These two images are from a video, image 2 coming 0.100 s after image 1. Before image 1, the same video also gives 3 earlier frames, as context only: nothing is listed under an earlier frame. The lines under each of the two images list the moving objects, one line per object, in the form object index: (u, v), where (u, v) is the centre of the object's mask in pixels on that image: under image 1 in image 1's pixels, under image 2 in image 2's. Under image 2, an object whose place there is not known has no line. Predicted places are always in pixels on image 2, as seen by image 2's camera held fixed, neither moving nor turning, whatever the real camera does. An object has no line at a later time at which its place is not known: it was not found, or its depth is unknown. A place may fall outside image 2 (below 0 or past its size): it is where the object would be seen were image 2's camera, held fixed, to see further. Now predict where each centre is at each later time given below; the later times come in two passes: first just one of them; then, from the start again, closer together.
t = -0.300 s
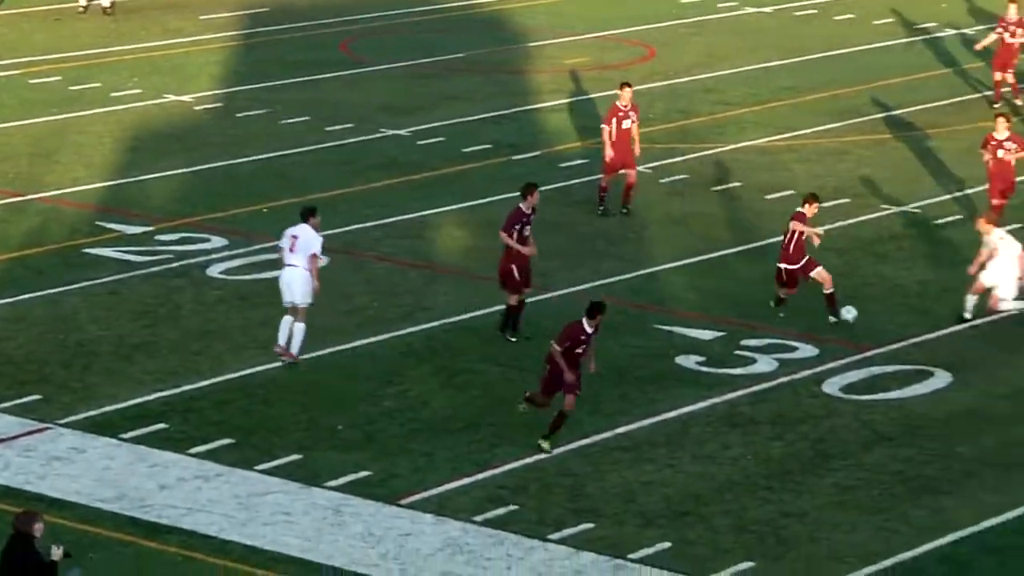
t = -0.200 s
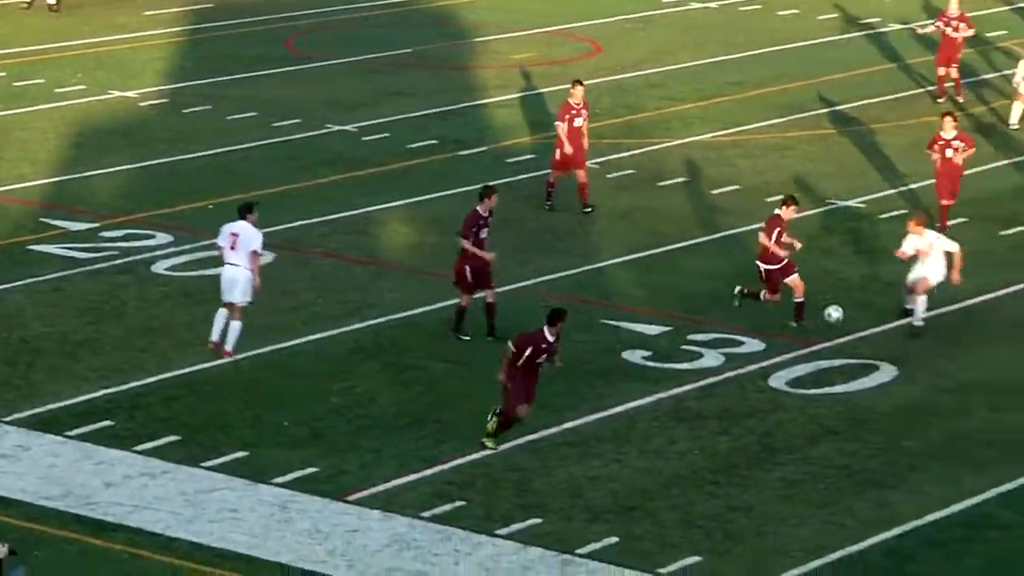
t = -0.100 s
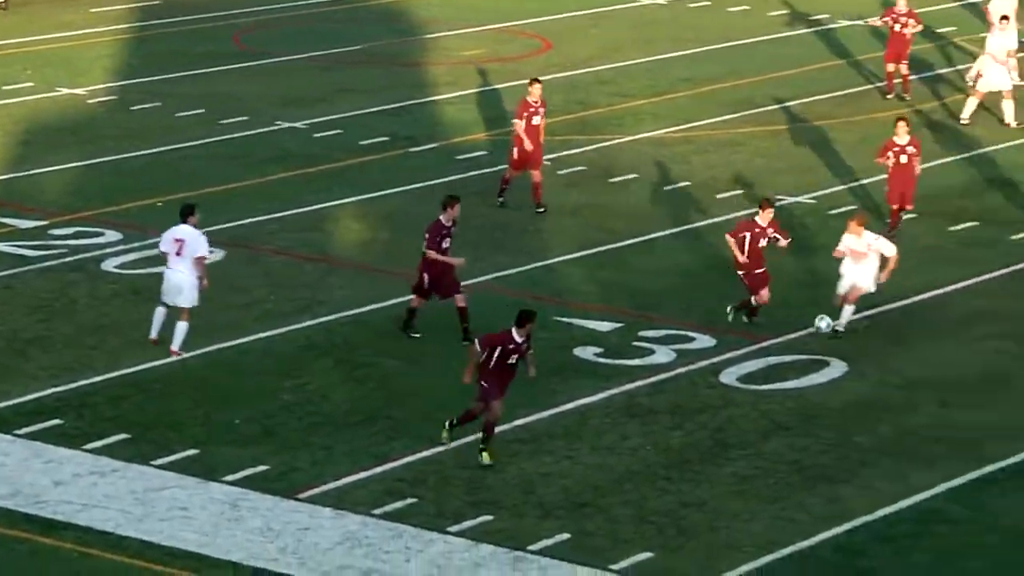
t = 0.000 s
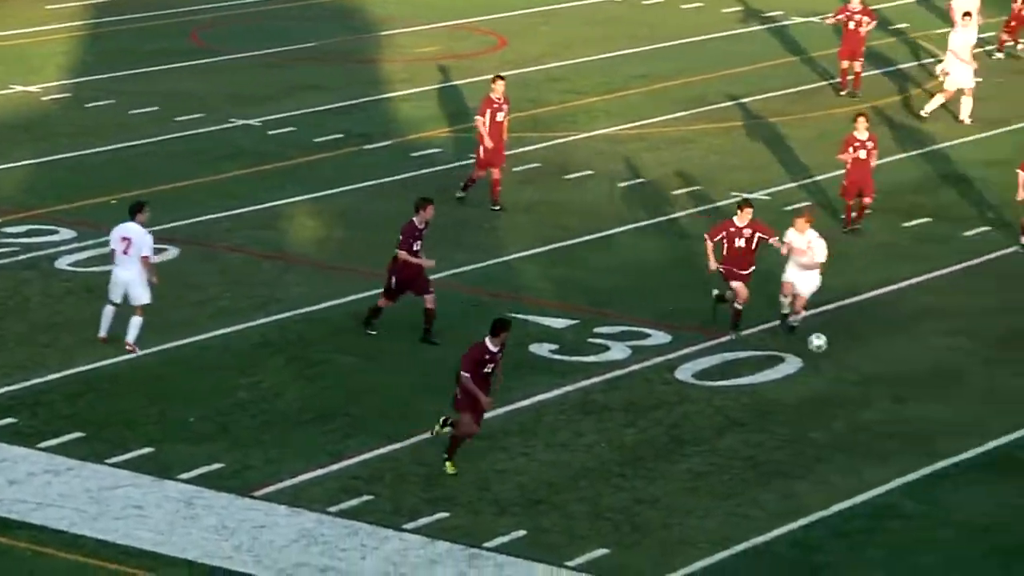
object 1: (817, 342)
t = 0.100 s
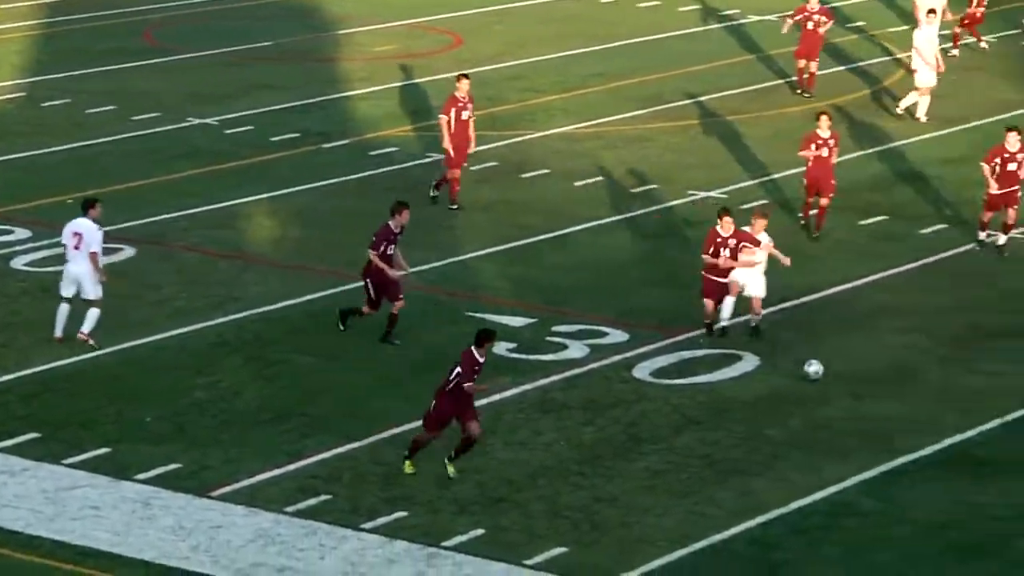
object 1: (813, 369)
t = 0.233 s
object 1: (852, 372)
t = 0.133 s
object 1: (823, 369)
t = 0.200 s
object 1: (843, 370)
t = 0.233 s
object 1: (852, 372)
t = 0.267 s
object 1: (862, 375)
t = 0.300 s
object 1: (872, 380)
